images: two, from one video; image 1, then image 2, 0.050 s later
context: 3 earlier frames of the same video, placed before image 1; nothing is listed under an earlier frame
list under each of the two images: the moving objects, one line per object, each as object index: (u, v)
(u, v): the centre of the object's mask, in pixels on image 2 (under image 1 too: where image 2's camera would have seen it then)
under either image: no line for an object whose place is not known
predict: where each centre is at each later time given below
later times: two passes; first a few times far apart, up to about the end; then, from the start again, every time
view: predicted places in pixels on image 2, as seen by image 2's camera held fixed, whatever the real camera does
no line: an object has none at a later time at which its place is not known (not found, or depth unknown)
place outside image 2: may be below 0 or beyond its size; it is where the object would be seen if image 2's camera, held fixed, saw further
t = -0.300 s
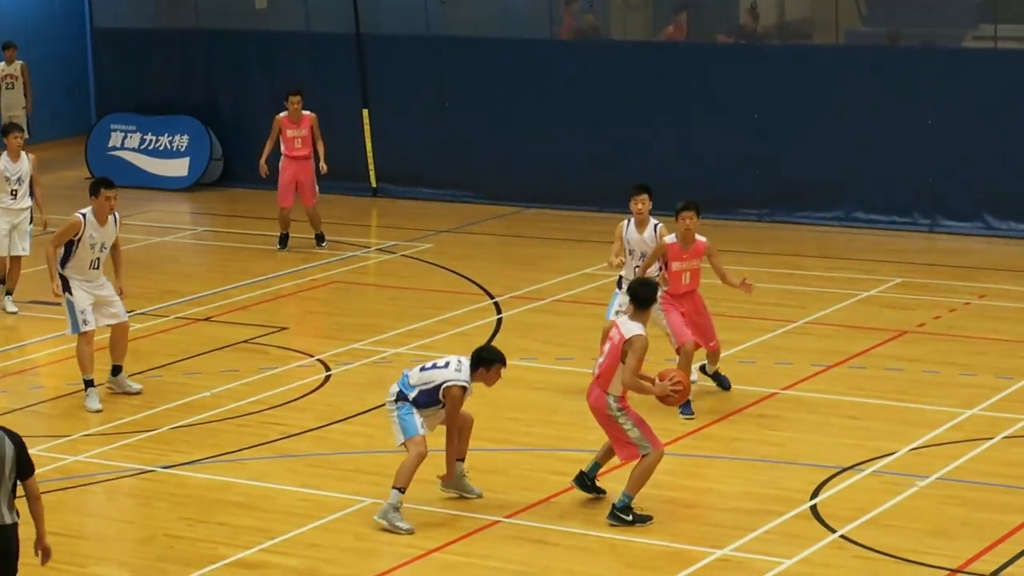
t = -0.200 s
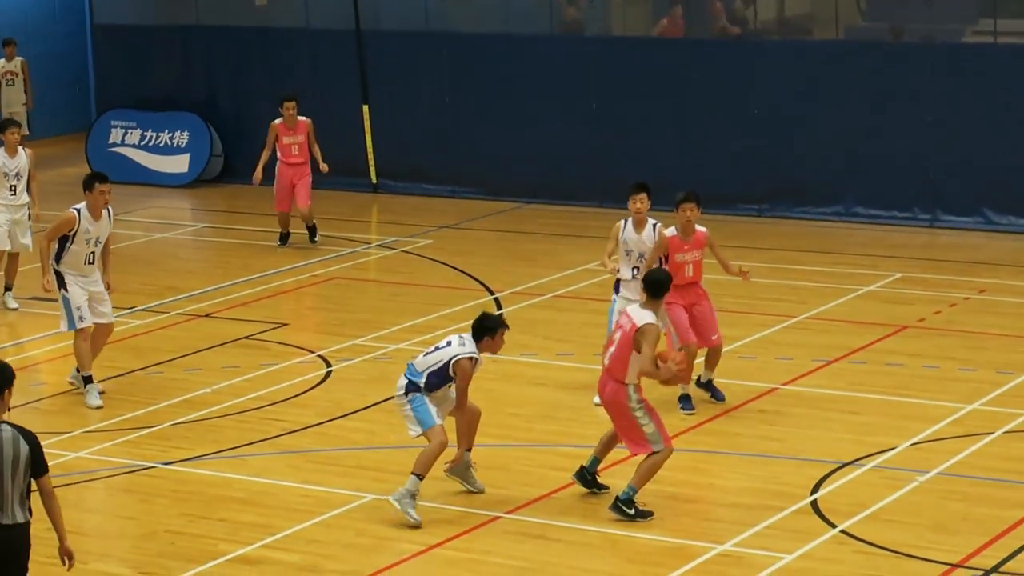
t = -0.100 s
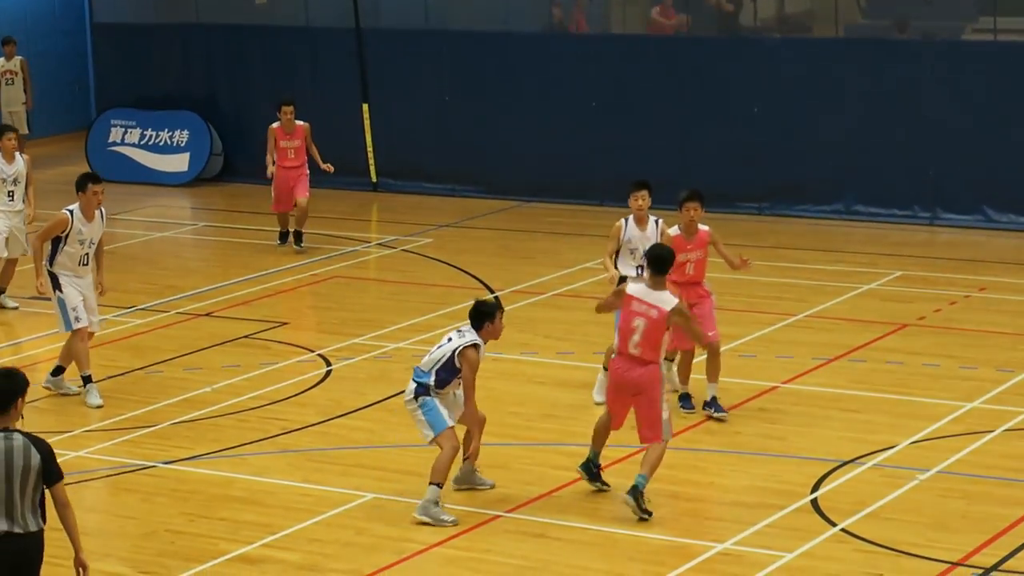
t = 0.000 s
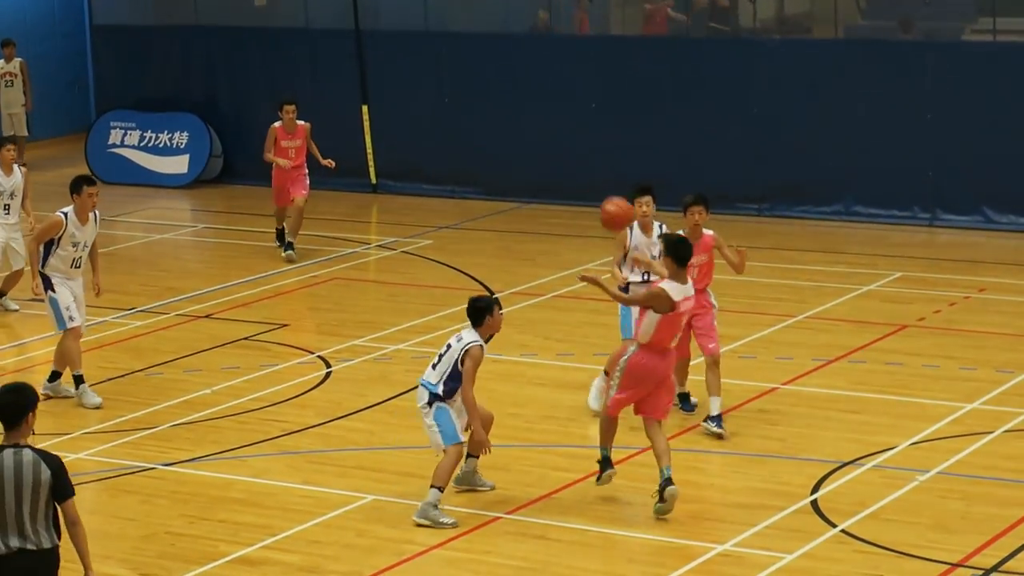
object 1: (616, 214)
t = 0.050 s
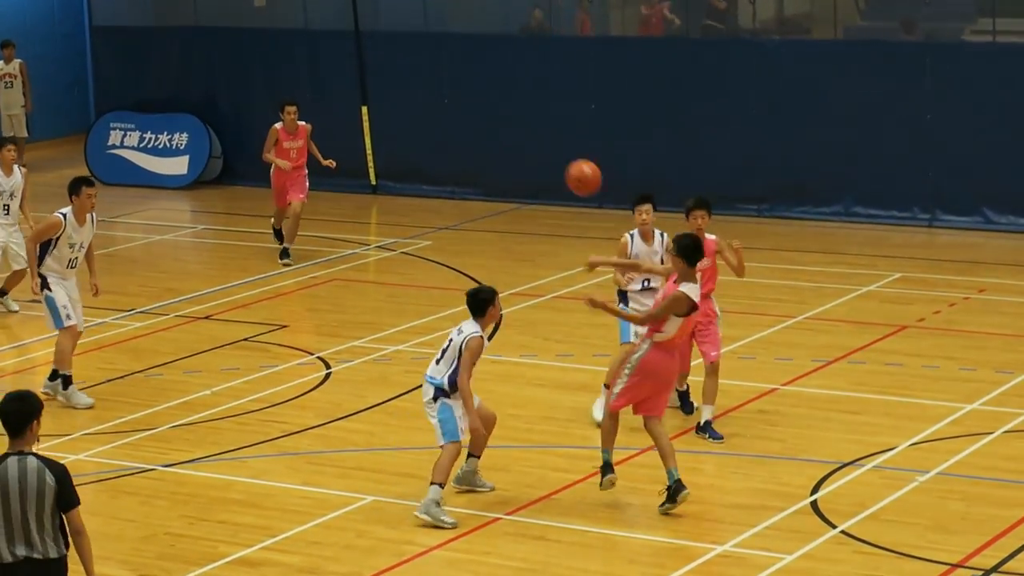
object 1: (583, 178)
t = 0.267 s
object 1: (458, 66)
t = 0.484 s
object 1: (361, 25)
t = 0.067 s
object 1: (573, 166)
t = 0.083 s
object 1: (562, 155)
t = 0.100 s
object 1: (552, 144)
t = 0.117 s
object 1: (542, 134)
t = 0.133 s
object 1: (532, 125)
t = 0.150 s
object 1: (522, 116)
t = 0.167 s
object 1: (512, 107)
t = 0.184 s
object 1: (503, 99)
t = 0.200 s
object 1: (494, 92)
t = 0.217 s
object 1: (485, 84)
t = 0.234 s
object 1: (476, 78)
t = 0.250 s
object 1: (467, 72)
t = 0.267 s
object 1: (458, 66)
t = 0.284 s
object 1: (450, 61)
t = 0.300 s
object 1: (442, 56)
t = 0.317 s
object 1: (434, 51)
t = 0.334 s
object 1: (426, 47)
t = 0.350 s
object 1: (418, 43)
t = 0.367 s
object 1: (411, 40)
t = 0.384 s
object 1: (403, 37)
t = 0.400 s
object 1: (396, 34)
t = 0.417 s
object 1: (389, 32)
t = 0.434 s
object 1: (382, 30)
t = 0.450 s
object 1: (375, 28)
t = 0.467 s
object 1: (368, 26)
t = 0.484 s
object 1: (361, 25)
